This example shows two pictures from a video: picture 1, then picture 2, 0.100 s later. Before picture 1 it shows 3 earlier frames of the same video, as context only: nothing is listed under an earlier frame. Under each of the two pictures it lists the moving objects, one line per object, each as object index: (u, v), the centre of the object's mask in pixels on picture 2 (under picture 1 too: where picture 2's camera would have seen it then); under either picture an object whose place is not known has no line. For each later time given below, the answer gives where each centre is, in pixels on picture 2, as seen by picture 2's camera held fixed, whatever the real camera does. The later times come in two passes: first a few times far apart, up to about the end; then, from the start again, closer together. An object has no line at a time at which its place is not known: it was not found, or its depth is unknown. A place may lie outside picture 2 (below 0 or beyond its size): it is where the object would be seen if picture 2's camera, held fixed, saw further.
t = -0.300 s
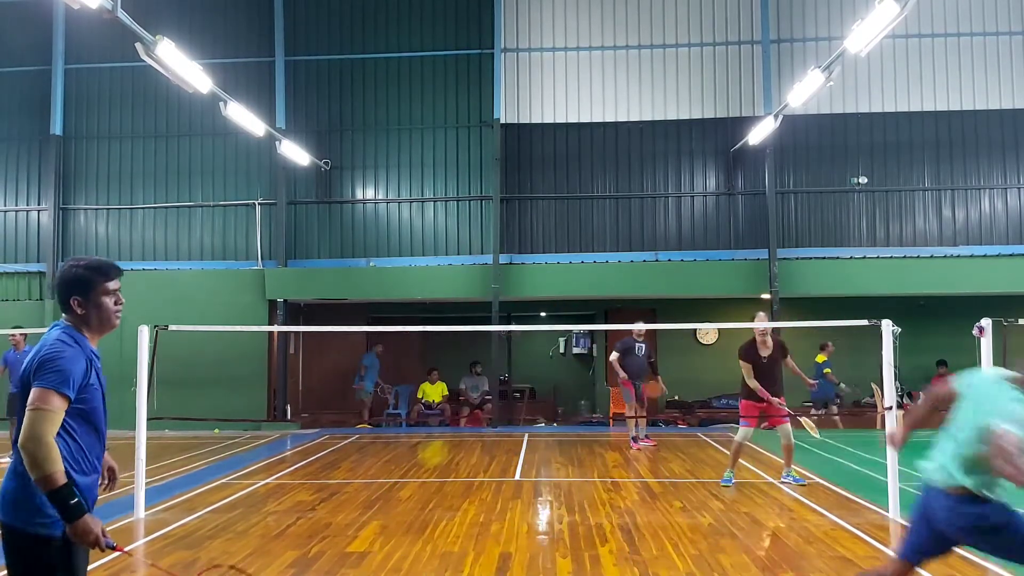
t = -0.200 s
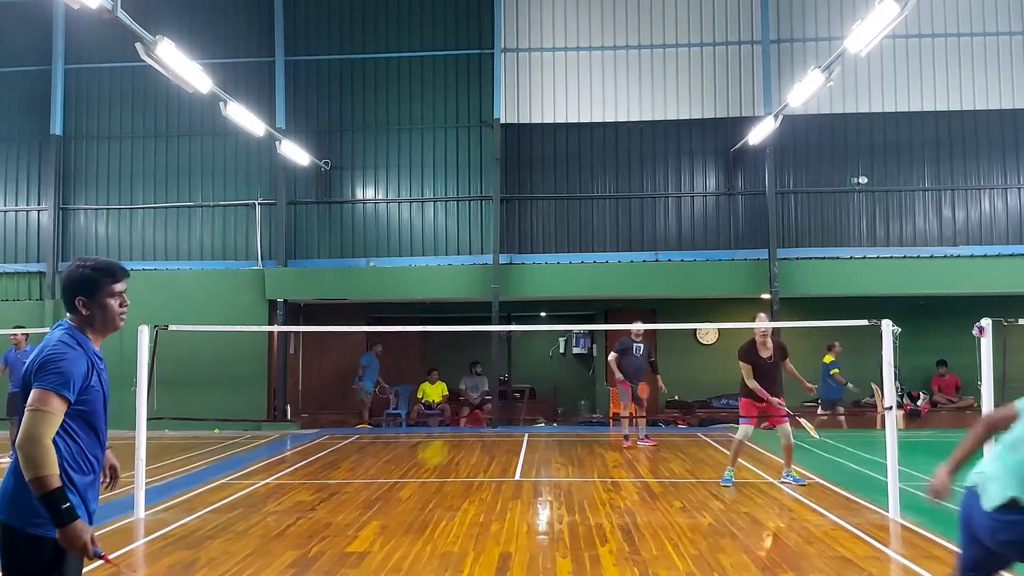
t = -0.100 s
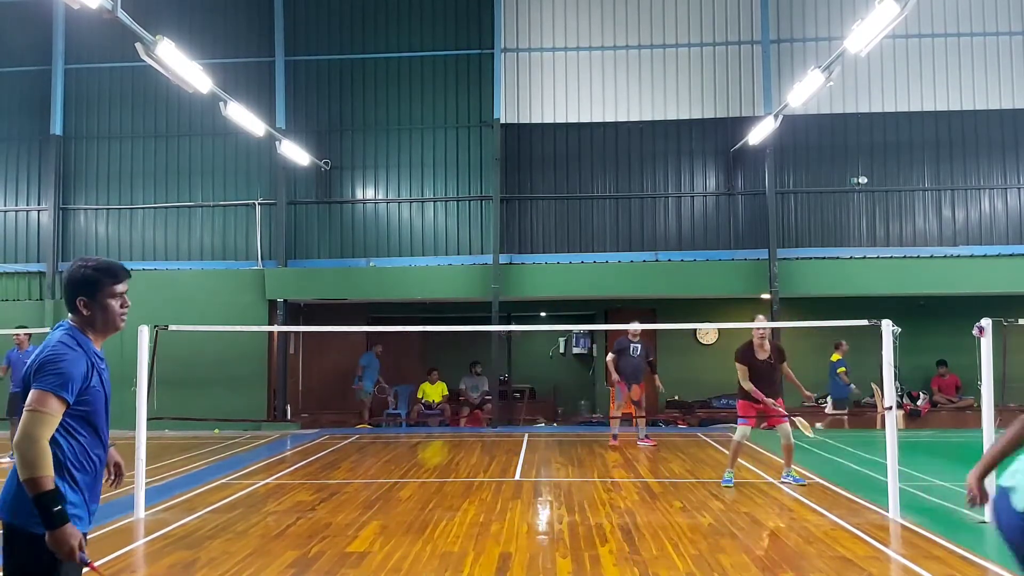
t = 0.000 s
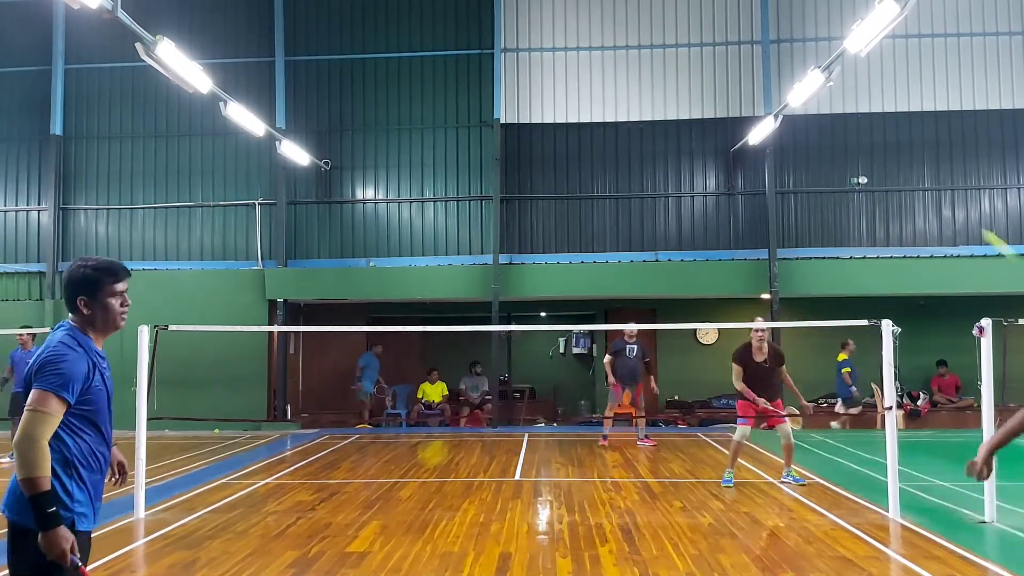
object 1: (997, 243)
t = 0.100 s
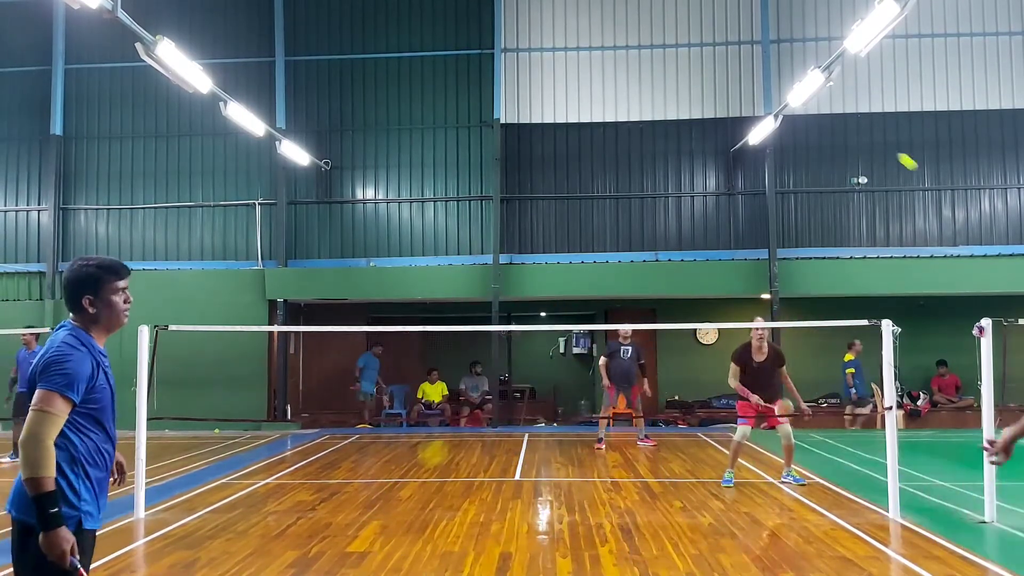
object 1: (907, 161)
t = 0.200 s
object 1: (857, 125)
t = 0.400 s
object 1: (799, 113)
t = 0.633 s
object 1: (762, 145)
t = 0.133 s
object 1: (888, 145)
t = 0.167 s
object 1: (871, 131)
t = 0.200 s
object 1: (857, 125)
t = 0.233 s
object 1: (844, 119)
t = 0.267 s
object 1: (833, 115)
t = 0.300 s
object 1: (824, 112)
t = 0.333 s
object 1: (814, 110)
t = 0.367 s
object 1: (806, 111)
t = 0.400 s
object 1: (799, 113)
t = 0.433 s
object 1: (792, 115)
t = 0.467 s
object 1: (786, 118)
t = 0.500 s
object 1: (780, 121)
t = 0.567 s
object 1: (770, 129)
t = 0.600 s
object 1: (765, 139)
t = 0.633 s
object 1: (762, 145)
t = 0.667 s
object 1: (758, 152)
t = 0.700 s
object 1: (754, 160)
